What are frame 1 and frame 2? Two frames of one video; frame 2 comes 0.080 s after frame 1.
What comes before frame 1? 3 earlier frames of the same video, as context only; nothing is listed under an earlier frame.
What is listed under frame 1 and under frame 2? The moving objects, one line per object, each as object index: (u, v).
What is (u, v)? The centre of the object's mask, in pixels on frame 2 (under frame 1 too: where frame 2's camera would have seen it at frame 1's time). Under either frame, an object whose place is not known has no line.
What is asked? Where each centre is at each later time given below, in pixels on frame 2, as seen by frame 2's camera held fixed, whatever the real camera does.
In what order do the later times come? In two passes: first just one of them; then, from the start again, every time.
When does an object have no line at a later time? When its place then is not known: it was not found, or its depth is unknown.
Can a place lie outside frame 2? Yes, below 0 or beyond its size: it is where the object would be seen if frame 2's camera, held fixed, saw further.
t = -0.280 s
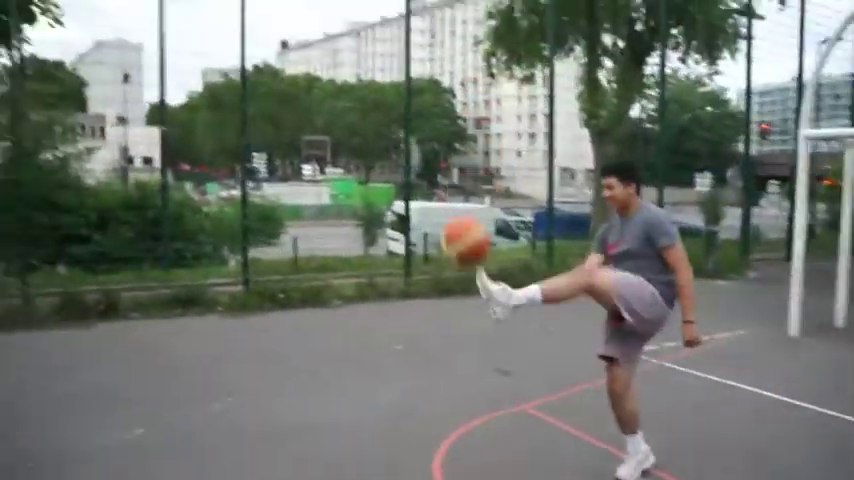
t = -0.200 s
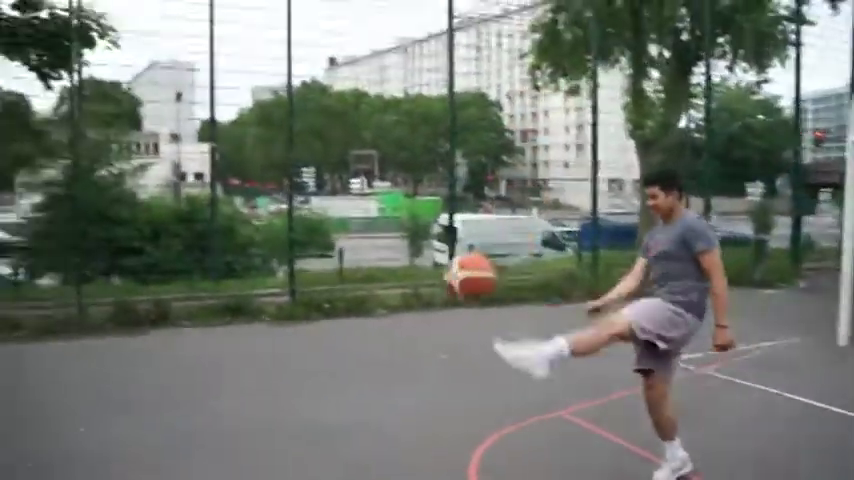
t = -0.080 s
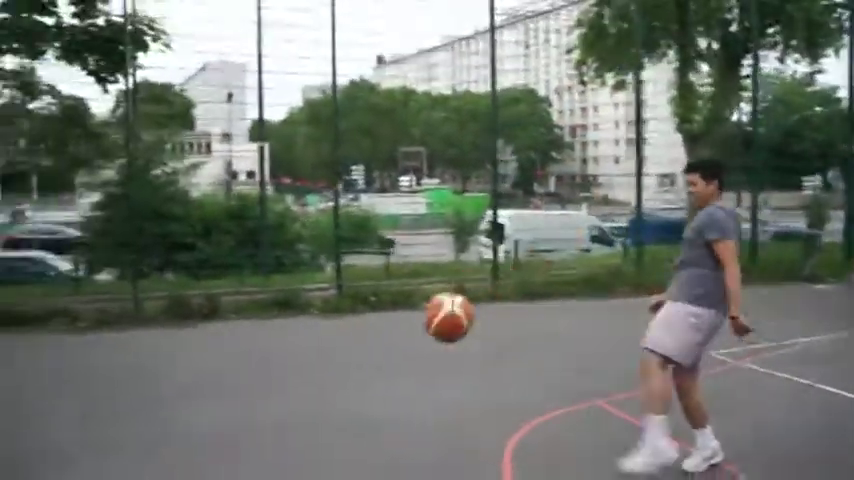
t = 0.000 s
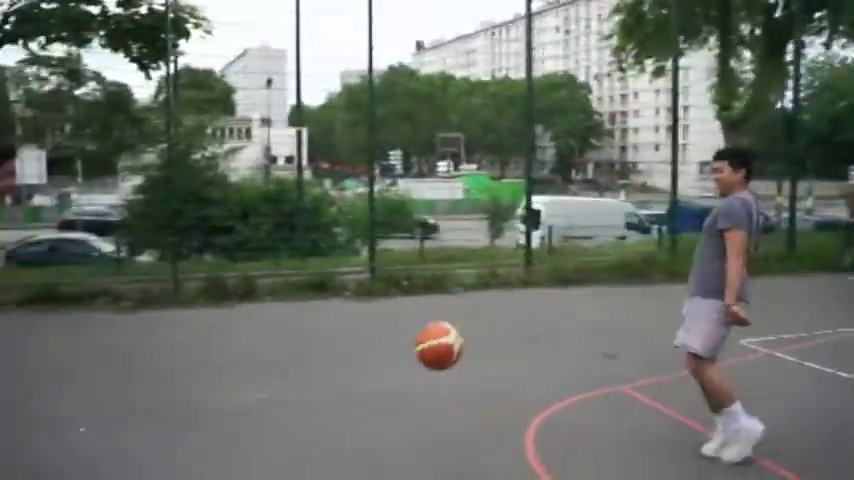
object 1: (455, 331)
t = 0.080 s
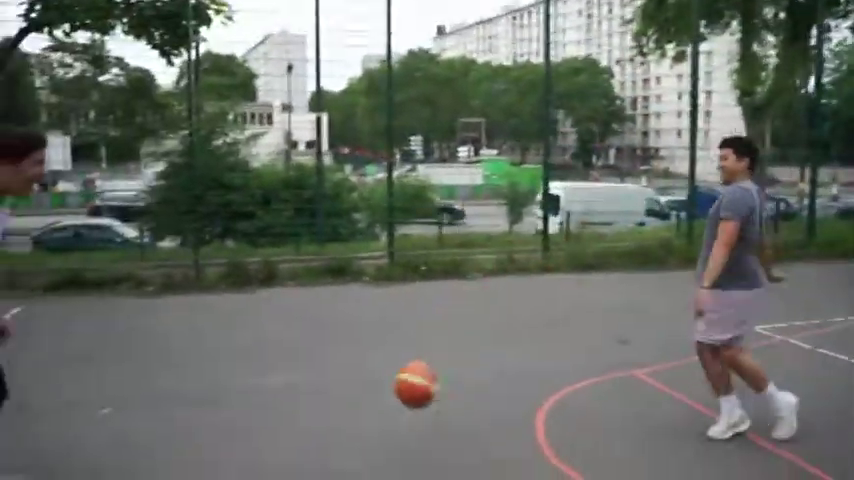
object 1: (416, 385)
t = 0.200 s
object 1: (379, 404)
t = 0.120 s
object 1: (401, 415)
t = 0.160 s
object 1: (389, 429)
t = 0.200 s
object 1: (379, 404)
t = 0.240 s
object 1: (371, 381)
